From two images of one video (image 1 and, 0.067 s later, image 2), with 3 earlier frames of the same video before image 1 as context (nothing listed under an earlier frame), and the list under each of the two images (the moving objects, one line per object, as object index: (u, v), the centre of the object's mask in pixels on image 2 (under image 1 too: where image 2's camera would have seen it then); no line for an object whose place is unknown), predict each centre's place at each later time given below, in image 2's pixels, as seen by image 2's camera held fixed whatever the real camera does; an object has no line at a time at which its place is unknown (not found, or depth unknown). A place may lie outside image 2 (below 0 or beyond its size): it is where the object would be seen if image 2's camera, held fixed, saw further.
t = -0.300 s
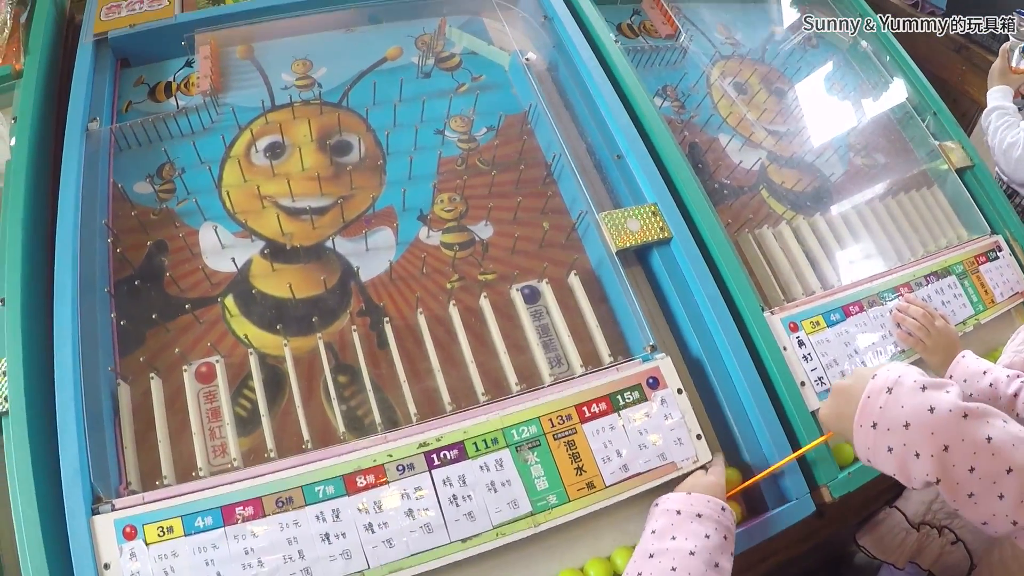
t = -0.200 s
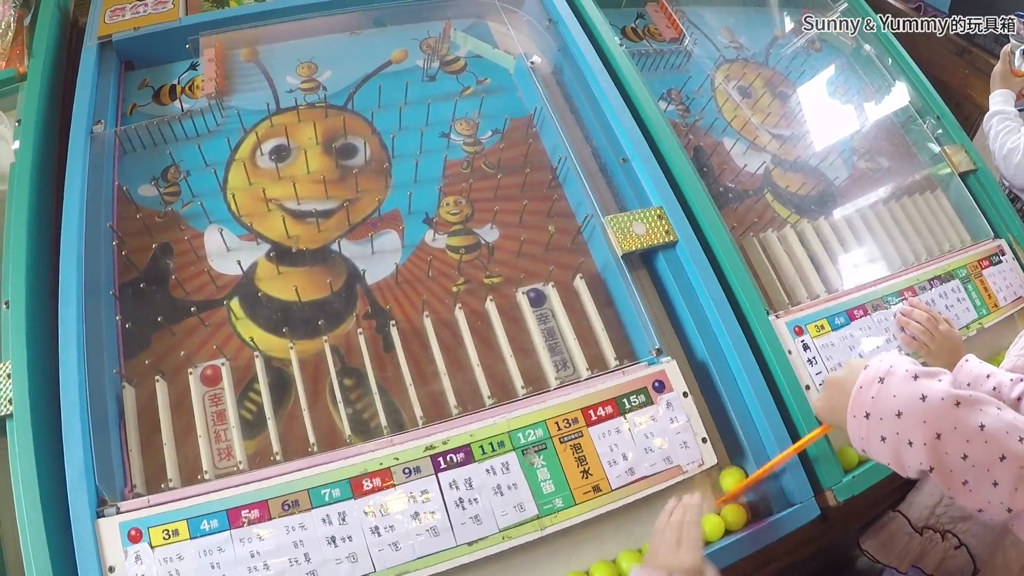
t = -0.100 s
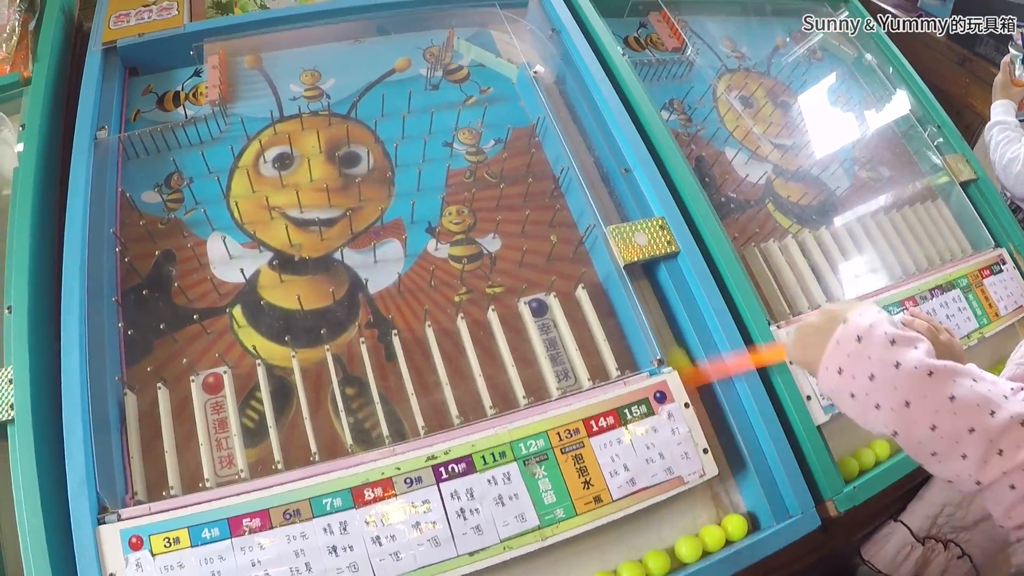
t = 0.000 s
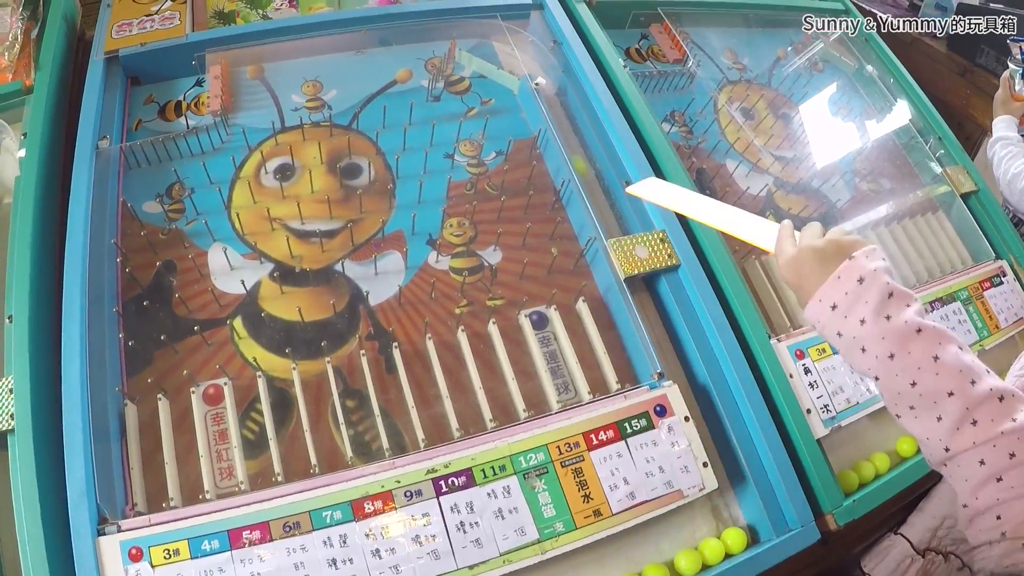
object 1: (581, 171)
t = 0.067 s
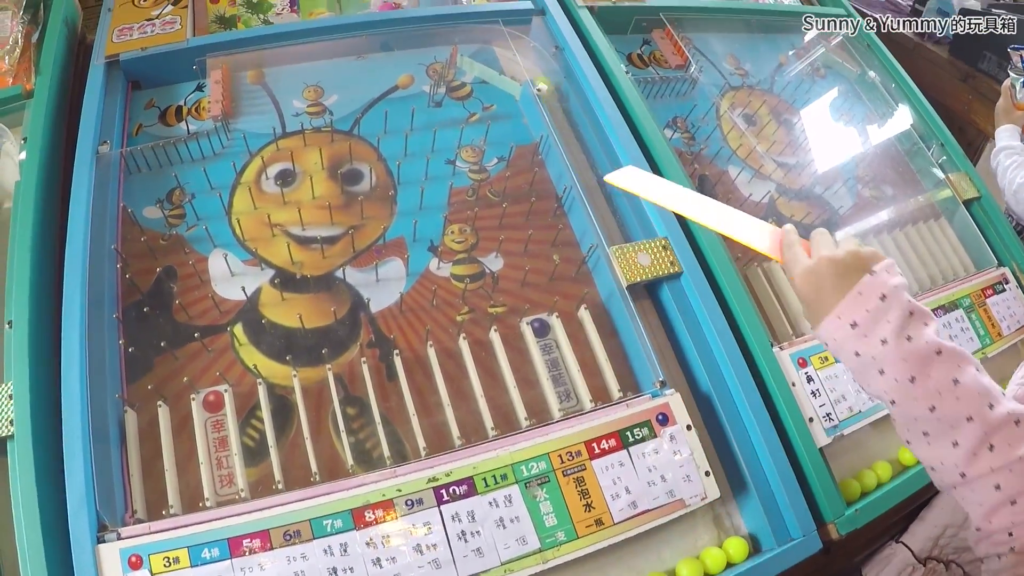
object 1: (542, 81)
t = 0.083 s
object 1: (535, 71)
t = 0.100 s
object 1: (521, 58)
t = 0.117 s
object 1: (506, 50)
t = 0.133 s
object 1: (491, 45)
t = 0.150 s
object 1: (476, 44)
